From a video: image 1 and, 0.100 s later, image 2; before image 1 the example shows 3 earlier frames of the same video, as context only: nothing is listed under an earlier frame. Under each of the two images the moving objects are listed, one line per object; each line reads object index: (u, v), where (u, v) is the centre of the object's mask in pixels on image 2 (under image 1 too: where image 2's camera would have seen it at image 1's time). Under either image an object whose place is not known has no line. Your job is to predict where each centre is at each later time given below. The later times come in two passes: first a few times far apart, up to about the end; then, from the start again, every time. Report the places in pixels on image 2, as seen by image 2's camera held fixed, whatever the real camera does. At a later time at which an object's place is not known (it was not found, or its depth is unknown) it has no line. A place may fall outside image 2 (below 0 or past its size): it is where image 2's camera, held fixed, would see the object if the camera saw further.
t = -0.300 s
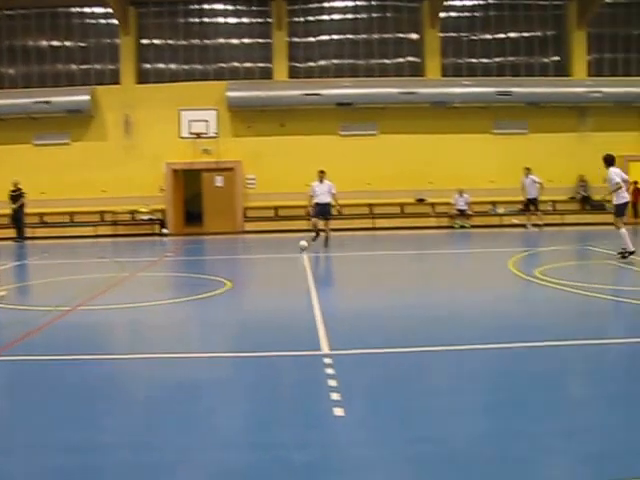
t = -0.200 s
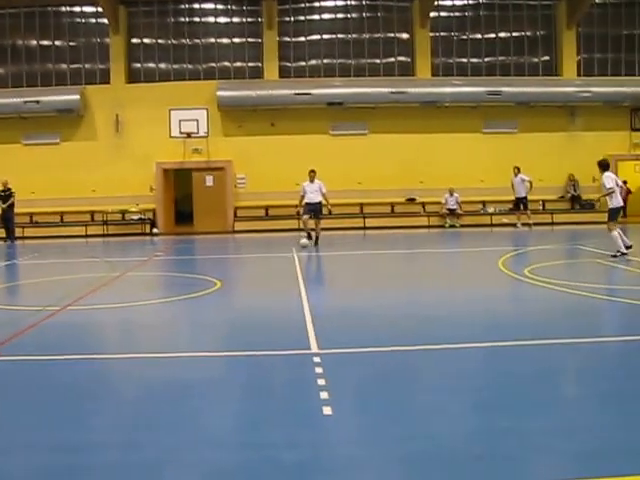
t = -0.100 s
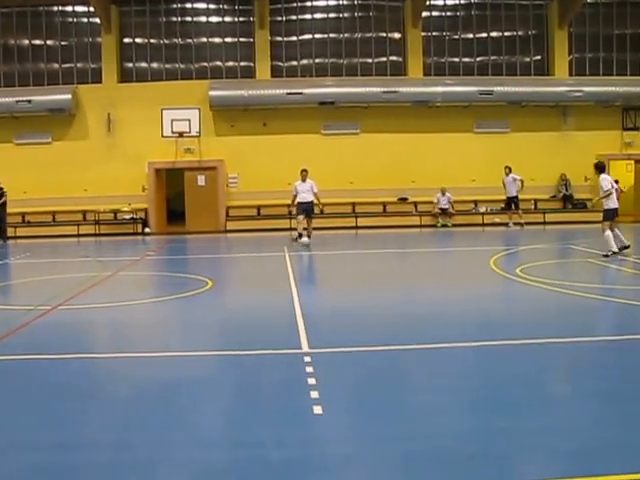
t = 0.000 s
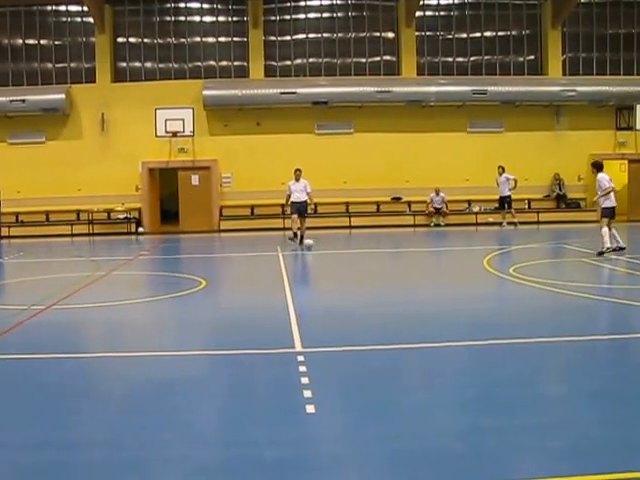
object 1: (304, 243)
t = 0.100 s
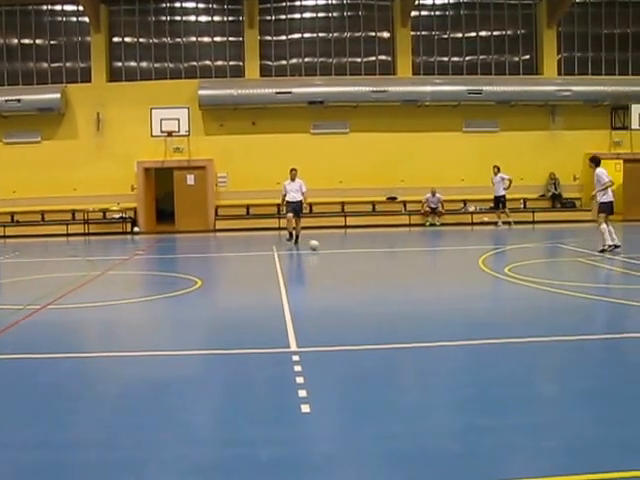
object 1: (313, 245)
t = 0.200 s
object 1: (324, 247)
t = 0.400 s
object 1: (345, 249)
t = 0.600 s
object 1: (366, 251)
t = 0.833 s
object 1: (391, 254)
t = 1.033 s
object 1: (415, 257)
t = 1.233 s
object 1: (441, 259)
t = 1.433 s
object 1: (469, 262)
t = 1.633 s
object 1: (497, 264)
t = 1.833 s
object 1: (526, 267)
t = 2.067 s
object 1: (562, 271)
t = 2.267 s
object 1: (596, 275)
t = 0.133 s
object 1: (317, 245)
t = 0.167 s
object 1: (321, 246)
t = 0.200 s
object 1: (324, 247)
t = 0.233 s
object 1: (327, 247)
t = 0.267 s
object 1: (331, 247)
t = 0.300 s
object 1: (334, 247)
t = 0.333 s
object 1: (338, 248)
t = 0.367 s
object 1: (341, 249)
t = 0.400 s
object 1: (345, 249)
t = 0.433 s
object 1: (348, 249)
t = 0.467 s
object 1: (352, 250)
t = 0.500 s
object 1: (355, 250)
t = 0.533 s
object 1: (359, 250)
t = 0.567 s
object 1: (362, 250)
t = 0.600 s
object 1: (366, 251)
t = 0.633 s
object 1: (369, 251)
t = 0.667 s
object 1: (372, 251)
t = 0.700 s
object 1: (376, 252)
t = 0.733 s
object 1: (380, 252)
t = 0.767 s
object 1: (383, 253)
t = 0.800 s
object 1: (387, 253)
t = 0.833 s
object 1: (391, 254)
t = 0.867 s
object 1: (395, 254)
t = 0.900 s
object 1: (399, 255)
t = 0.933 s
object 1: (403, 255)
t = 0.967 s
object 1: (407, 256)
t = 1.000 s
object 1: (411, 256)
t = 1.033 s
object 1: (415, 257)
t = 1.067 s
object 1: (419, 257)
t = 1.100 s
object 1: (424, 257)
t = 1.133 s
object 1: (428, 258)
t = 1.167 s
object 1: (433, 259)
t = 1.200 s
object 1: (437, 259)
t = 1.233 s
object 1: (441, 259)
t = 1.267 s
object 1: (446, 260)
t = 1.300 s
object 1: (451, 260)
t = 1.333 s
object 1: (455, 260)
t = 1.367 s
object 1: (460, 261)
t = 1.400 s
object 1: (464, 261)
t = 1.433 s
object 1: (469, 262)
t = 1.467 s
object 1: (472, 262)
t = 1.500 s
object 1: (478, 263)
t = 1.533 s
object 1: (483, 263)
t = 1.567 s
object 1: (488, 264)
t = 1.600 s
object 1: (492, 264)
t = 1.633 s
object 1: (497, 264)
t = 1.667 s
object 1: (502, 265)
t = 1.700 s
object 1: (506, 266)
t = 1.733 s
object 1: (512, 266)
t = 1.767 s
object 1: (516, 267)
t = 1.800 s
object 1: (521, 267)
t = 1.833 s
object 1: (526, 267)
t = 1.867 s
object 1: (531, 268)
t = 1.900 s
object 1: (536, 269)
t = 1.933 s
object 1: (542, 269)
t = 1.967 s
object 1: (547, 270)
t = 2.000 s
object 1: (552, 271)
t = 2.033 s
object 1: (557, 271)
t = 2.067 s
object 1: (562, 271)
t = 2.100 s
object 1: (568, 272)
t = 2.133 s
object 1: (573, 272)
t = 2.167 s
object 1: (579, 273)
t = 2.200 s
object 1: (584, 274)
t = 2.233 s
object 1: (590, 274)
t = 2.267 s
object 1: (596, 275)
